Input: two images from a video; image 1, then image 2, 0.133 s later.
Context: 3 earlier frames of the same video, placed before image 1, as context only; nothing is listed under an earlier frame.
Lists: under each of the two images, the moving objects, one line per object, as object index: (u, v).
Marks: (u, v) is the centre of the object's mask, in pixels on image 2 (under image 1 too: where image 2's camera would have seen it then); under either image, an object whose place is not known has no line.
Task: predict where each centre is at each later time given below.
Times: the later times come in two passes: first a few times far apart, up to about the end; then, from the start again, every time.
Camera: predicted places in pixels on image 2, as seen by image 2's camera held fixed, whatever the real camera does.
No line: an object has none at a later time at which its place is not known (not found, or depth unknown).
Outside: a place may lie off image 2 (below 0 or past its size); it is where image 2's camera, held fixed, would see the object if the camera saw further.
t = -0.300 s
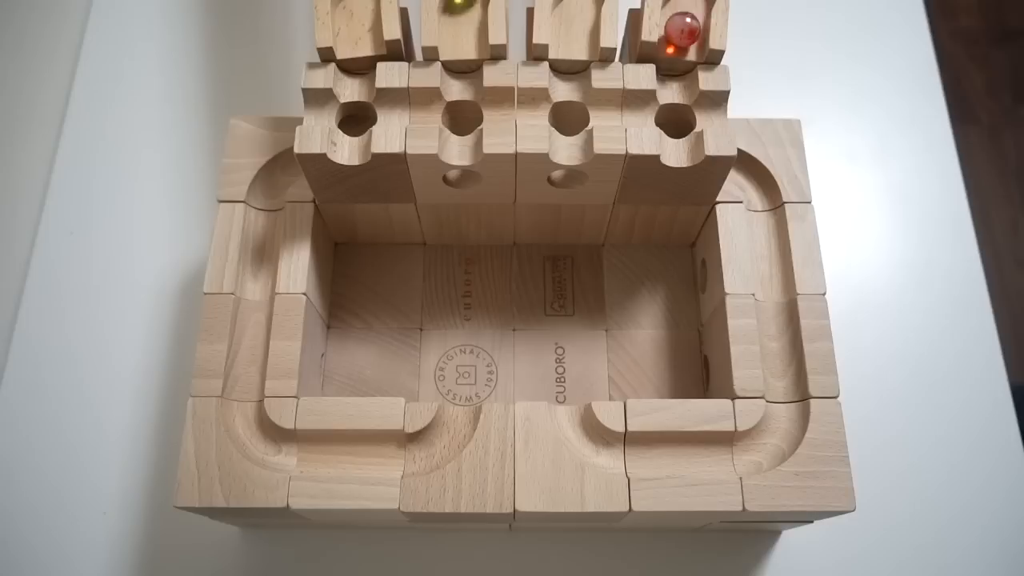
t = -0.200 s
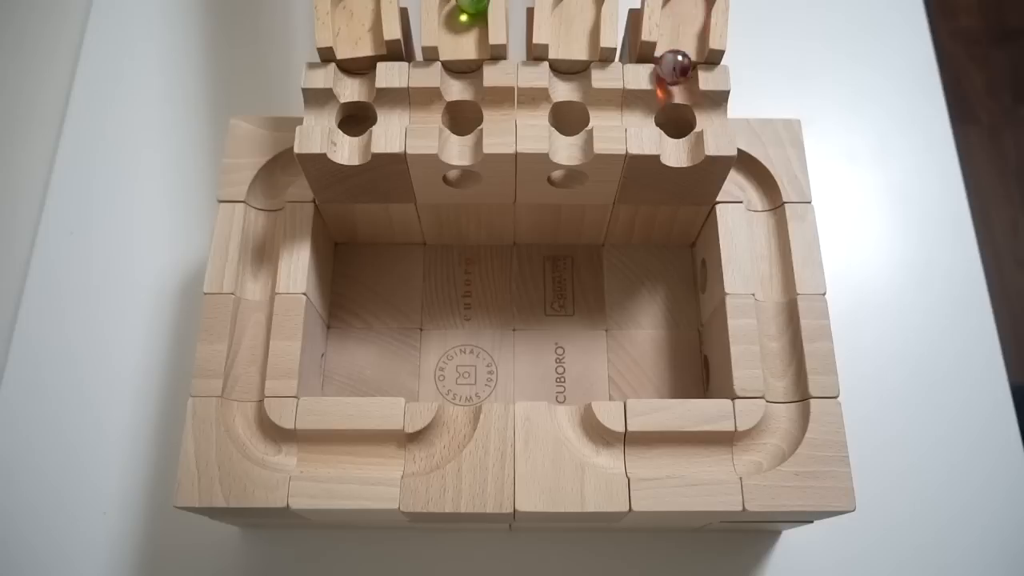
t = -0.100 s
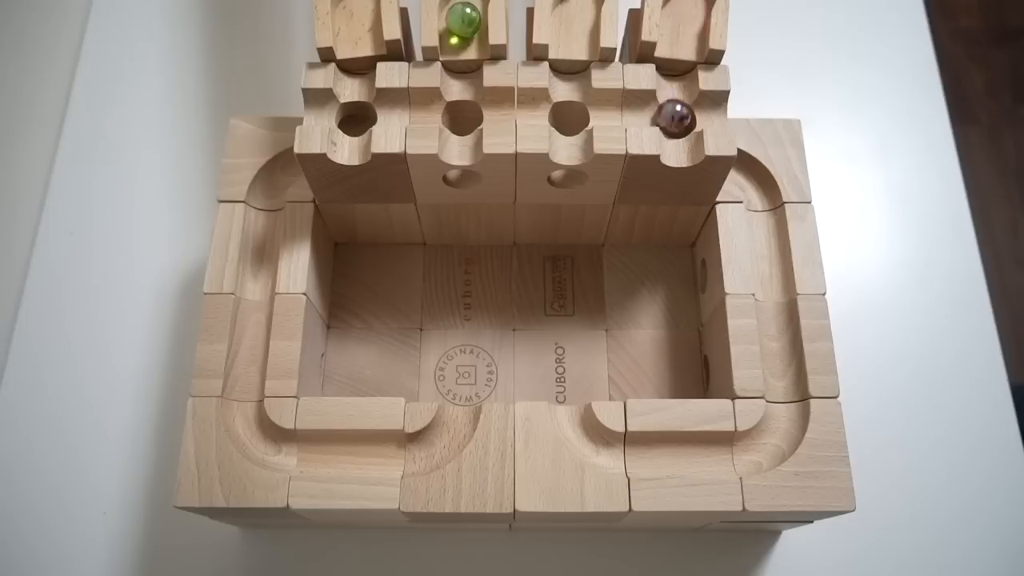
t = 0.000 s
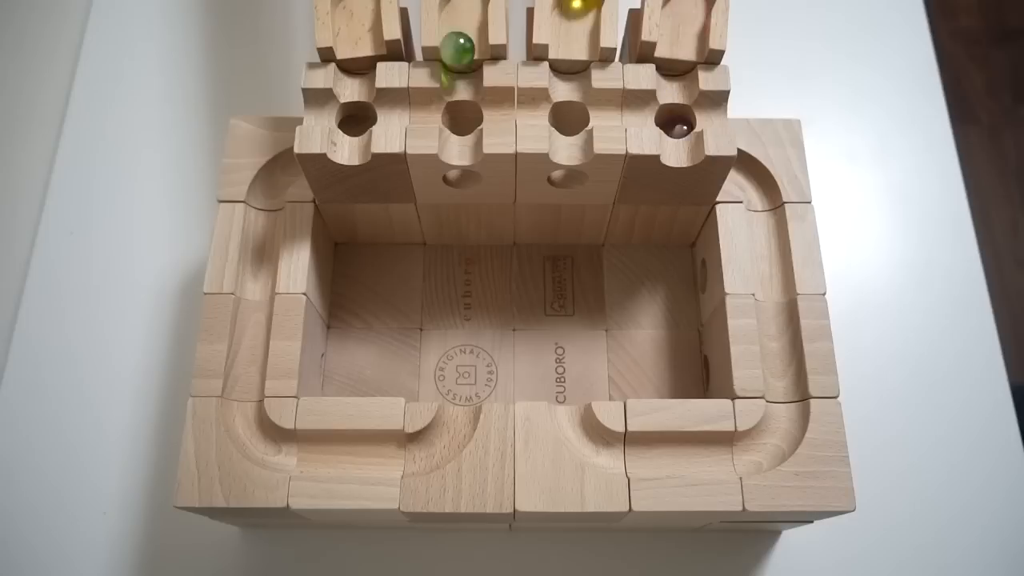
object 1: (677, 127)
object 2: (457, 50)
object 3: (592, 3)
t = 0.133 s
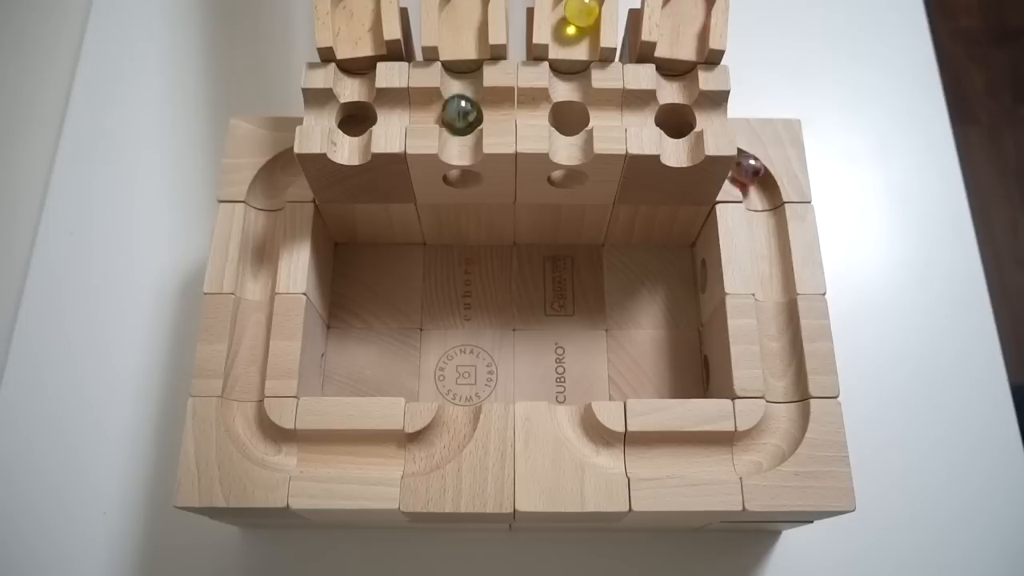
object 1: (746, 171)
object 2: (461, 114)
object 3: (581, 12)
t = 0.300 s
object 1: (768, 265)
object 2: (462, 266)
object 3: (564, 70)
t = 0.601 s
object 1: (785, 422)
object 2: (464, 345)
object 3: (564, 293)
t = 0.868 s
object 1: (661, 455)
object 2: (482, 266)
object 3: (562, 366)
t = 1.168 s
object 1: (566, 385)
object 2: (496, 270)
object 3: (554, 313)
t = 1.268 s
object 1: (561, 351)
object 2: (497, 279)
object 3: (554, 297)
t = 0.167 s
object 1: (759, 187)
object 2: (463, 123)
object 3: (578, 17)
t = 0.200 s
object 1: (761, 207)
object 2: (461, 178)
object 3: (574, 26)
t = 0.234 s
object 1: (765, 226)
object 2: (464, 186)
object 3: (571, 36)
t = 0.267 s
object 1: (768, 245)
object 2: (462, 222)
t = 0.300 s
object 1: (768, 265)
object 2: (462, 266)
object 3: (564, 70)
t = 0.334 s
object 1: (773, 284)
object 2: (463, 313)
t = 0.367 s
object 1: (775, 301)
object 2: (459, 338)
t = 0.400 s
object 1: (774, 318)
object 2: (457, 367)
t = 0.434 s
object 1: (779, 335)
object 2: (457, 396)
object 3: (566, 178)
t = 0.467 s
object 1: (782, 353)
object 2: (457, 389)
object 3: (567, 178)
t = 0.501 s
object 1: (781, 370)
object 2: (459, 377)
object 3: (570, 184)
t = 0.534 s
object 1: (784, 388)
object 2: (460, 365)
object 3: (569, 215)
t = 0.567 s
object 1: (787, 406)
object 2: (462, 356)
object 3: (566, 251)
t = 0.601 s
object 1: (785, 422)
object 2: (464, 345)
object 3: (564, 293)
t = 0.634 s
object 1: (776, 438)
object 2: (466, 334)
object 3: (565, 313)
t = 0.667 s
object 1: (764, 450)
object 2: (468, 324)
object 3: (567, 332)
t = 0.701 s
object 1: (747, 455)
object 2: (470, 313)
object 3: (567, 360)
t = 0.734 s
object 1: (730, 456)
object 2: (472, 305)
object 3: (564, 391)
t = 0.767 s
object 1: (712, 455)
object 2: (475, 295)
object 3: (565, 392)
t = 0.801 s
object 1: (695, 455)
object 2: (477, 285)
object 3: (565, 380)
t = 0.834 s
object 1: (679, 456)
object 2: (479, 276)
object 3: (563, 372)
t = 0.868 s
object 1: (661, 455)
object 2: (482, 266)
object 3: (562, 366)
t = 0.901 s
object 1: (644, 455)
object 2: (485, 257)
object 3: (561, 360)
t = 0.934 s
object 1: (628, 457)
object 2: (488, 251)
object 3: (561, 353)
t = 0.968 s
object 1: (609, 456)
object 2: (489, 254)
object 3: (560, 347)
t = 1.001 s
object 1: (595, 451)
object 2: (491, 257)
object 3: (559, 341)
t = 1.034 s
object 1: (583, 440)
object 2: (492, 260)
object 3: (558, 335)
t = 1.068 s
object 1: (572, 426)
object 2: (494, 263)
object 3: (557, 329)
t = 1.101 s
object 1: (568, 411)
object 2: (495, 266)
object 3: (557, 324)
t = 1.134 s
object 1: (567, 397)
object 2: (496, 268)
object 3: (556, 318)
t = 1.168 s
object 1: (566, 385)
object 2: (496, 270)
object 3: (554, 313)
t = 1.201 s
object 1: (562, 379)
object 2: (497, 273)
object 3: (555, 308)
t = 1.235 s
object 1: (562, 367)
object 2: (497, 276)
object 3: (554, 303)
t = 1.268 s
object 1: (561, 351)
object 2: (497, 279)
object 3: (554, 297)
